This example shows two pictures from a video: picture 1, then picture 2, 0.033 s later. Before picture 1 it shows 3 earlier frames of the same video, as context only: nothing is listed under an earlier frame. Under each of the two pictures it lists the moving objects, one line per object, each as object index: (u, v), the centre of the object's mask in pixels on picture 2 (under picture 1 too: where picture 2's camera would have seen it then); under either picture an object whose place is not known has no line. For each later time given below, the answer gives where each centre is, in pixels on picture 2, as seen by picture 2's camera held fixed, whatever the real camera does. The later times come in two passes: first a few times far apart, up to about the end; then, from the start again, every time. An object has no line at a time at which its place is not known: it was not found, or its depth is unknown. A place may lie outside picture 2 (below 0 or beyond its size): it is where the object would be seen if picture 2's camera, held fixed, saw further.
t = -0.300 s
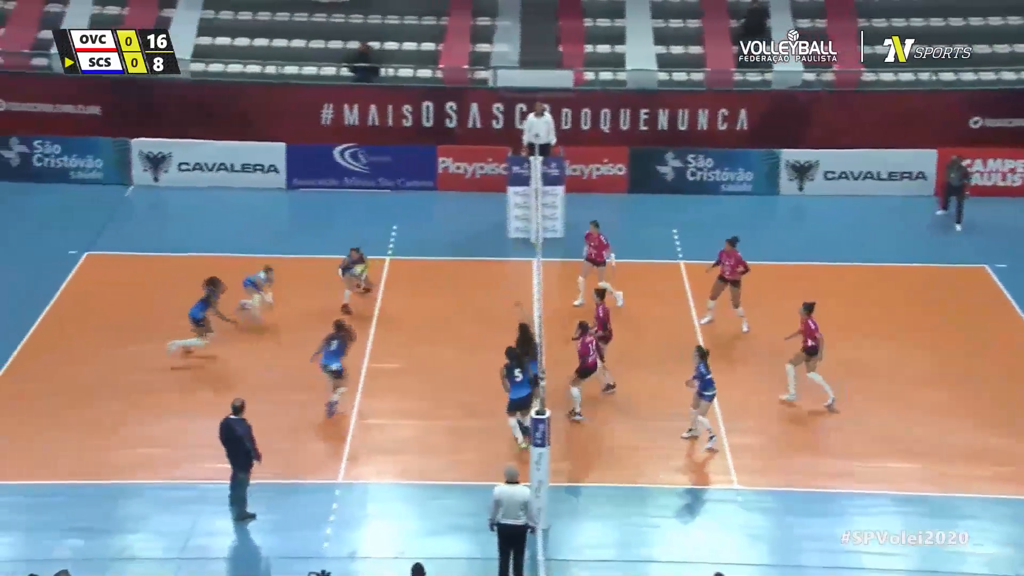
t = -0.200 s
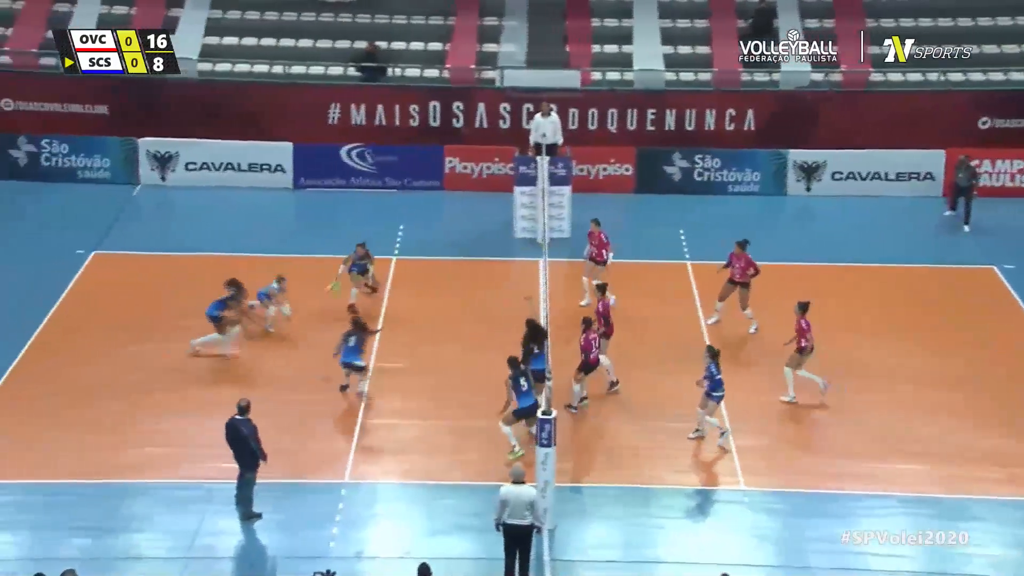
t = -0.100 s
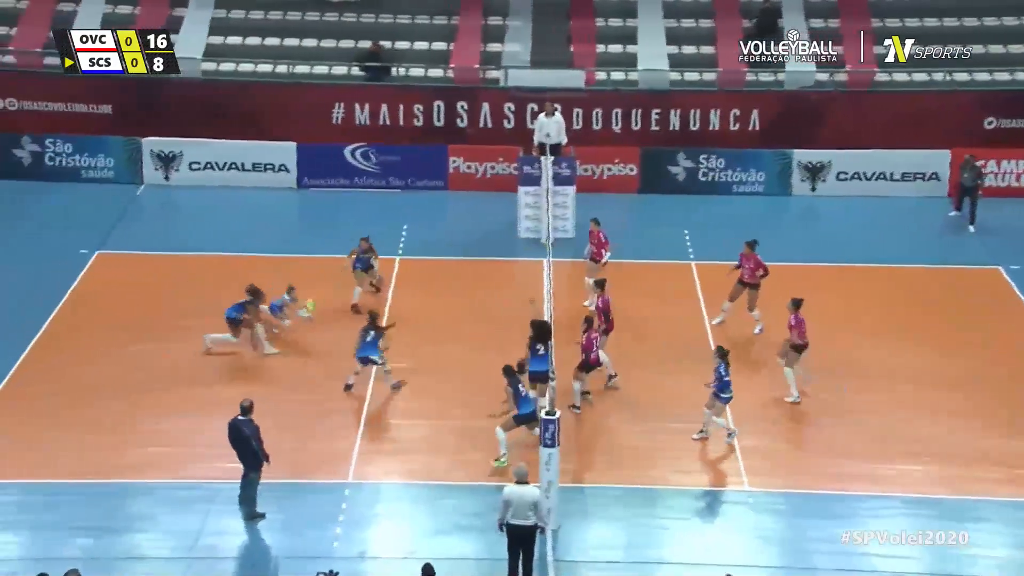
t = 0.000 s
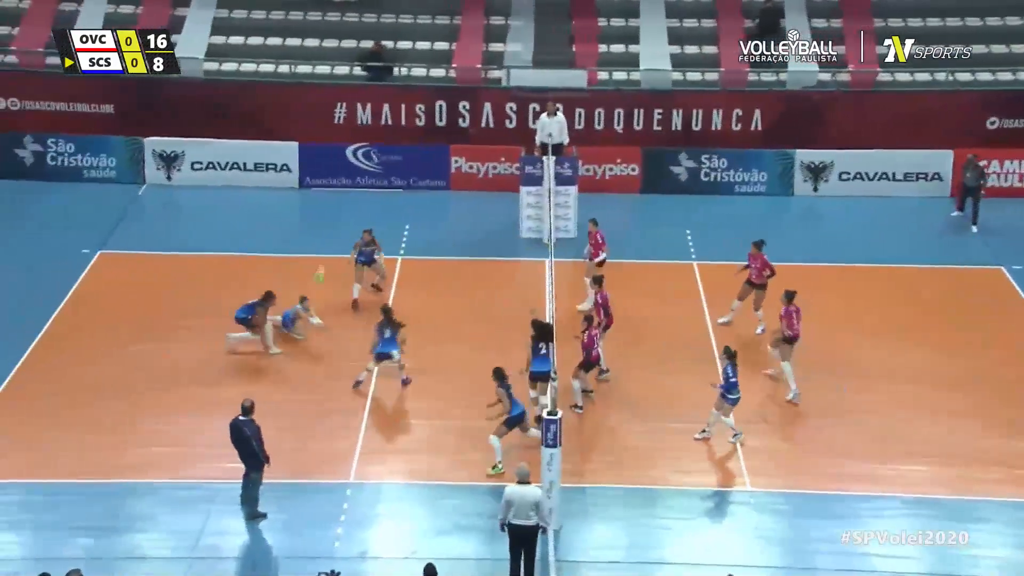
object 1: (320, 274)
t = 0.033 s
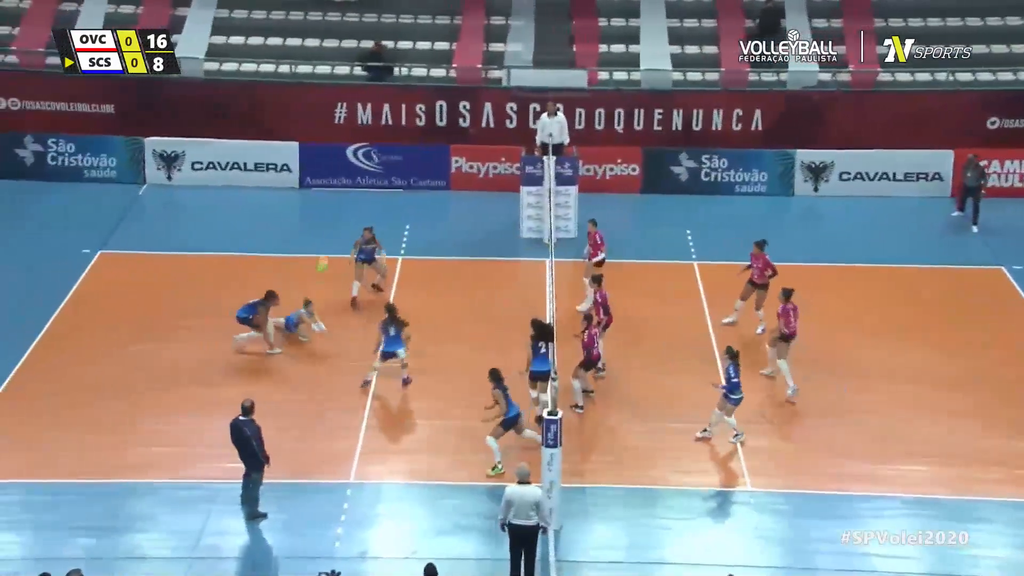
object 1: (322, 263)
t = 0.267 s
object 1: (346, 207)
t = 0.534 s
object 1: (373, 175)
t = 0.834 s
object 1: (406, 183)
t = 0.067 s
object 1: (326, 254)
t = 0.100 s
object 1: (330, 246)
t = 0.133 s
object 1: (333, 236)
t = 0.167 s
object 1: (336, 228)
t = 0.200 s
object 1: (339, 222)
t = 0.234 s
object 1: (343, 214)
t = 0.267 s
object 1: (346, 207)
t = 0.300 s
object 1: (349, 202)
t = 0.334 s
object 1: (353, 196)
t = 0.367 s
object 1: (356, 191)
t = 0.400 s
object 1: (360, 185)
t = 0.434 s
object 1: (363, 183)
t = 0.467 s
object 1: (366, 180)
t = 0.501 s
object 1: (370, 177)
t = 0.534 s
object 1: (373, 175)
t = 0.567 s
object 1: (377, 174)
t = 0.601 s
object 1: (380, 172)
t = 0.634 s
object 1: (384, 172)
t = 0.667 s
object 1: (387, 172)
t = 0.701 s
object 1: (391, 173)
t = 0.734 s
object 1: (394, 175)
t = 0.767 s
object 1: (398, 177)
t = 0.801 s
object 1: (401, 179)
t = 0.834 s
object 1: (406, 183)
